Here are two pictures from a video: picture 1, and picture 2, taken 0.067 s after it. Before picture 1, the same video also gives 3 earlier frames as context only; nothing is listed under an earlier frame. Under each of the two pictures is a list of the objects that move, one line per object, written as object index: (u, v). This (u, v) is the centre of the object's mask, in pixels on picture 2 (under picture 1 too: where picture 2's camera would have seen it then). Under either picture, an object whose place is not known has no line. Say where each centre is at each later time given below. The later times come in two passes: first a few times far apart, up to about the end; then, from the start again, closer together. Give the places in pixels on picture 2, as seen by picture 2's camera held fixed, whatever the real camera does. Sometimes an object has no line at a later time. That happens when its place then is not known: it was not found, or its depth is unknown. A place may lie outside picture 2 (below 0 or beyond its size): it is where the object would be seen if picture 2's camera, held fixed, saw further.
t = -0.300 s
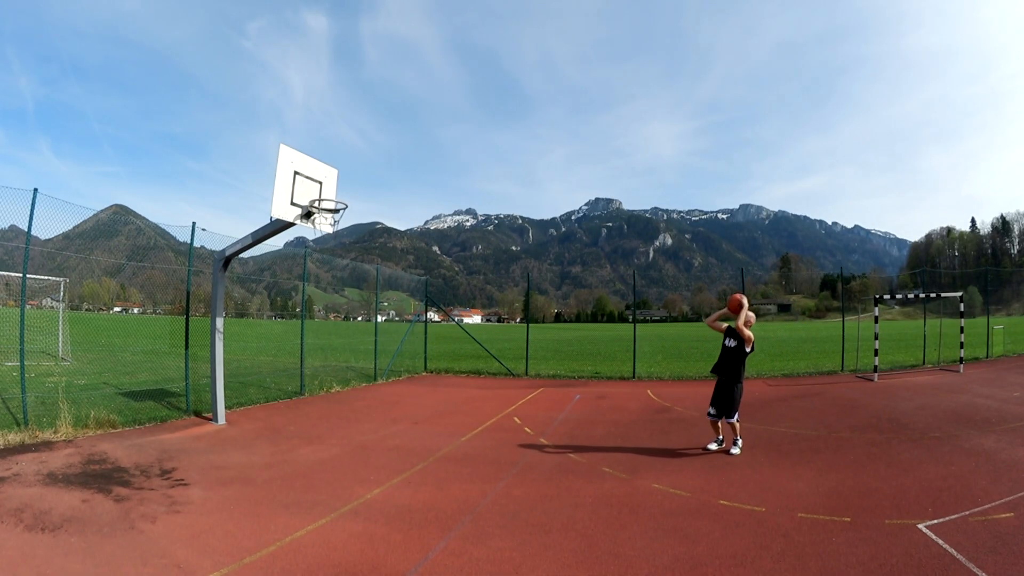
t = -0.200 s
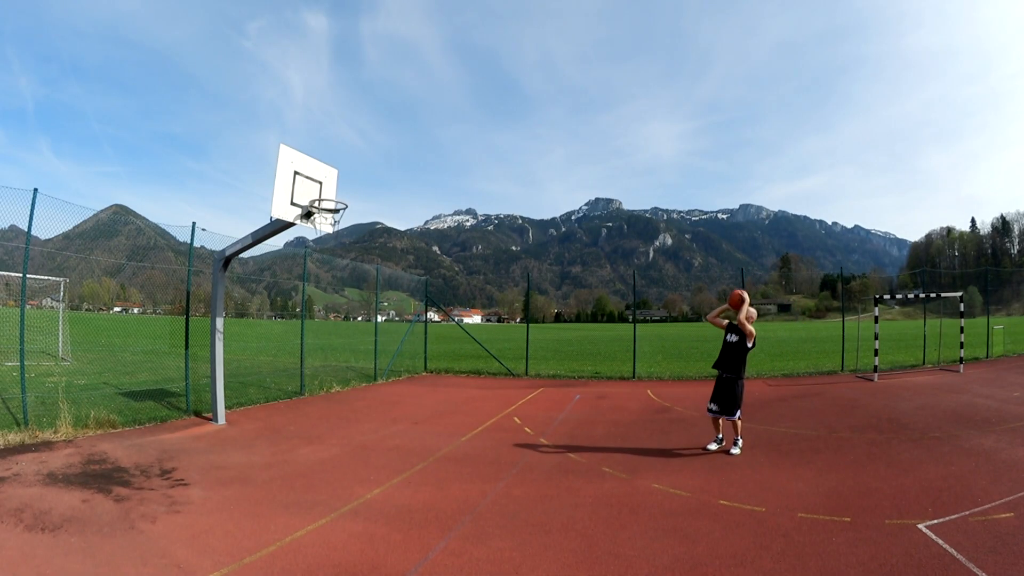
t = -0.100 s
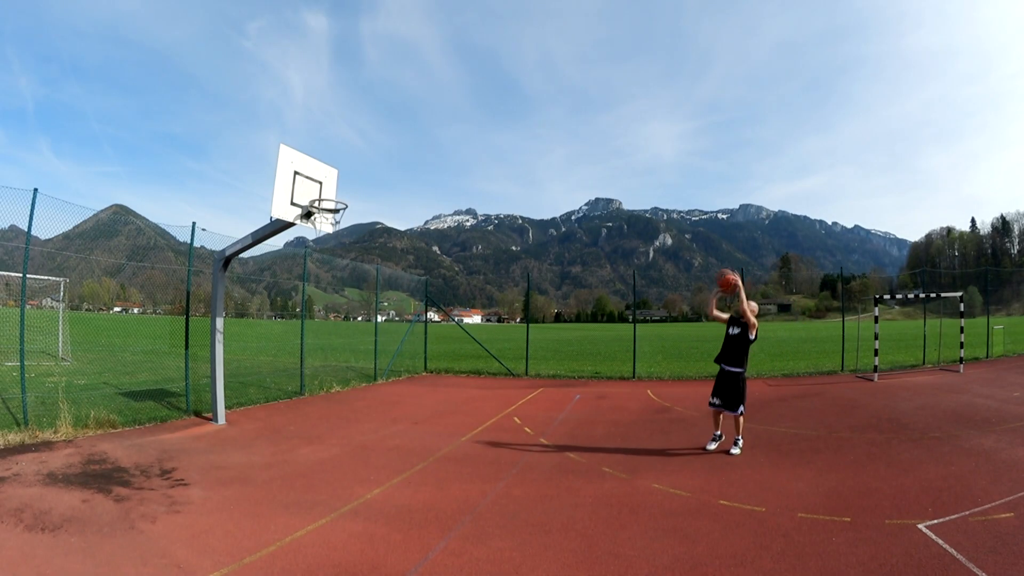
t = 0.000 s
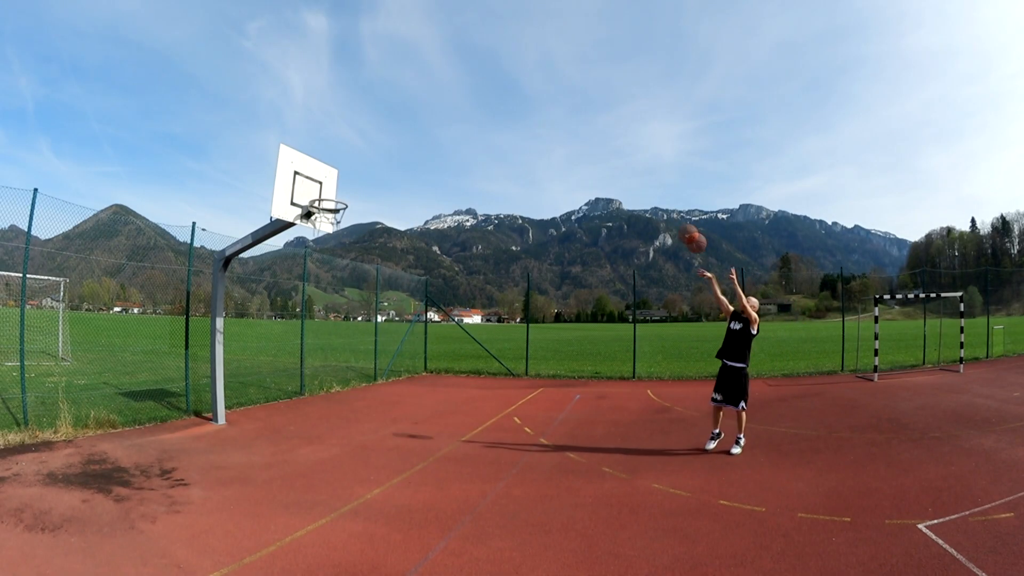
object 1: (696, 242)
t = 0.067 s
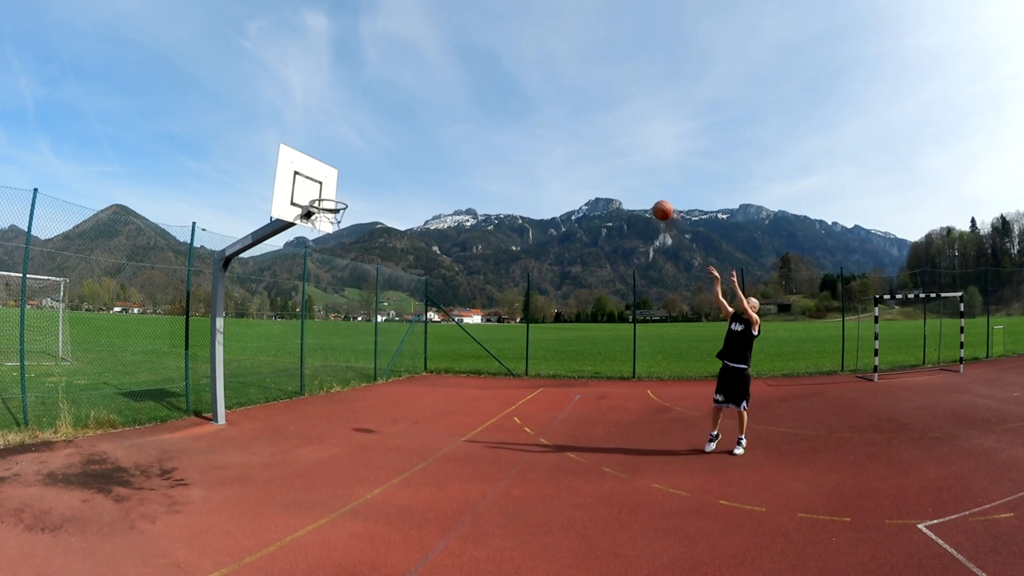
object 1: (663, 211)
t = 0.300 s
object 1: (562, 148)
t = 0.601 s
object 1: (436, 138)
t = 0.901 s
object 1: (322, 198)
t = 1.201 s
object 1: (335, 222)
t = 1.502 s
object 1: (324, 287)
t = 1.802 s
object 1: (318, 435)
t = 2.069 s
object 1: (314, 358)
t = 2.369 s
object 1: (313, 302)
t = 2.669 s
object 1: (310, 328)
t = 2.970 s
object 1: (309, 439)
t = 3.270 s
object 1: (305, 385)
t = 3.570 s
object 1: (302, 361)
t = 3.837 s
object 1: (301, 413)
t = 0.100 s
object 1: (649, 199)
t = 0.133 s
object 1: (632, 187)
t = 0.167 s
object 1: (622, 180)
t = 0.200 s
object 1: (606, 169)
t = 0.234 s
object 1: (588, 160)
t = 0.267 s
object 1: (575, 154)
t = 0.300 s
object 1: (562, 148)
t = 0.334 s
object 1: (545, 142)
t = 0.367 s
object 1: (535, 139)
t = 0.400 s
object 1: (519, 136)
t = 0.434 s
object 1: (503, 134)
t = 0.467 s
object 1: (490, 133)
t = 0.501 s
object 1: (477, 133)
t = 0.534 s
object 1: (461, 134)
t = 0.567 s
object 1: (451, 135)
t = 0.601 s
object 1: (436, 138)
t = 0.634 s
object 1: (420, 142)
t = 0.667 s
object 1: (410, 146)
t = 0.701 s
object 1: (396, 151)
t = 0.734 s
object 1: (381, 158)
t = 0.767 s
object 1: (369, 164)
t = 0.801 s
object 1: (357, 172)
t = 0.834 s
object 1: (343, 181)
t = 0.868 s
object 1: (330, 190)
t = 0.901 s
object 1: (322, 198)
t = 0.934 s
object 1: (325, 206)
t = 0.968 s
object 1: (333, 213)
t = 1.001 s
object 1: (335, 214)
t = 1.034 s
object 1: (336, 214)
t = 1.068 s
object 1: (337, 215)
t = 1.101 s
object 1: (337, 216)
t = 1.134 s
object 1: (337, 217)
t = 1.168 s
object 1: (336, 219)
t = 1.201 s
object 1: (335, 222)
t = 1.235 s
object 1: (334, 225)
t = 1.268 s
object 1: (333, 230)
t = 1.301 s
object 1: (332, 236)
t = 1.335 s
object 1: (331, 241)
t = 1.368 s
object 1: (329, 249)
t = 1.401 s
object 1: (328, 256)
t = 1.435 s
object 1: (327, 265)
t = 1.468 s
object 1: (325, 277)
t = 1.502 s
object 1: (324, 287)
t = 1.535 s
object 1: (323, 299)
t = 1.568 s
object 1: (322, 314)
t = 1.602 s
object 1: (321, 328)
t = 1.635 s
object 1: (320, 342)
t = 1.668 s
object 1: (319, 362)
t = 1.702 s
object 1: (319, 378)
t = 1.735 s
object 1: (318, 394)
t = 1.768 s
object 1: (318, 417)
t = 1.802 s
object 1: (318, 435)
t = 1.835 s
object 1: (319, 452)
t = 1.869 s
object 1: (318, 435)
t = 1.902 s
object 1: (316, 418)
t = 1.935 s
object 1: (316, 409)
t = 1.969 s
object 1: (315, 393)
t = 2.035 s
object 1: (315, 371)
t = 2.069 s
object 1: (314, 358)
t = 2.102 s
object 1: (314, 349)
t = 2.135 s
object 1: (314, 340)
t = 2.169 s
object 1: (314, 331)
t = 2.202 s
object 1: (314, 324)
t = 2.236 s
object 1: (314, 318)
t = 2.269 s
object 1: (314, 312)
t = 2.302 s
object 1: (313, 308)
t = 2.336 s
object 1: (313, 305)
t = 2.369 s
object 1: (313, 302)
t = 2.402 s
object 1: (313, 301)
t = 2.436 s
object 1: (312, 301)
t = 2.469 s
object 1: (312, 302)
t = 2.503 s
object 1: (312, 303)
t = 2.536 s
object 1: (311, 306)
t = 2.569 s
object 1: (311, 310)
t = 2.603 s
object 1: (311, 314)
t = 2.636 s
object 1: (310, 320)
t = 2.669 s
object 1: (310, 328)
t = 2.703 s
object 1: (310, 337)
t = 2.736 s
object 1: (309, 344)
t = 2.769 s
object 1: (309, 356)
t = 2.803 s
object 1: (309, 367)
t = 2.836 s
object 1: (309, 377)
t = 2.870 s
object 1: (309, 393)
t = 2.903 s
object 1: (309, 407)
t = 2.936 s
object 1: (309, 420)
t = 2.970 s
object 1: (309, 439)
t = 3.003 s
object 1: (310, 455)
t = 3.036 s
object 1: (310, 457)
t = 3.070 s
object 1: (309, 445)
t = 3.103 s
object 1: (308, 431)
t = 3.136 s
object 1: (307, 421)
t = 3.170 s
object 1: (307, 411)
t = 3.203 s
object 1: (306, 402)
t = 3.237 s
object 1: (306, 393)
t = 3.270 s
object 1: (305, 385)
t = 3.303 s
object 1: (305, 377)
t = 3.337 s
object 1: (304, 372)
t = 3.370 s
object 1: (304, 367)
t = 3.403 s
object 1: (304, 363)
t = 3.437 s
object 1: (303, 361)
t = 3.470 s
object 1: (303, 359)
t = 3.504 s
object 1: (303, 359)
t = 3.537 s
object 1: (302, 359)
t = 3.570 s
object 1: (302, 361)
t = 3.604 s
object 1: (302, 363)
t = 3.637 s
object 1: (302, 367)
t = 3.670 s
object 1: (301, 373)
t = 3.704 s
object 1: (301, 380)
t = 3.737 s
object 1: (301, 385)
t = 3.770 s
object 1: (301, 395)
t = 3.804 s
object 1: (301, 405)
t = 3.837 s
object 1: (301, 413)
